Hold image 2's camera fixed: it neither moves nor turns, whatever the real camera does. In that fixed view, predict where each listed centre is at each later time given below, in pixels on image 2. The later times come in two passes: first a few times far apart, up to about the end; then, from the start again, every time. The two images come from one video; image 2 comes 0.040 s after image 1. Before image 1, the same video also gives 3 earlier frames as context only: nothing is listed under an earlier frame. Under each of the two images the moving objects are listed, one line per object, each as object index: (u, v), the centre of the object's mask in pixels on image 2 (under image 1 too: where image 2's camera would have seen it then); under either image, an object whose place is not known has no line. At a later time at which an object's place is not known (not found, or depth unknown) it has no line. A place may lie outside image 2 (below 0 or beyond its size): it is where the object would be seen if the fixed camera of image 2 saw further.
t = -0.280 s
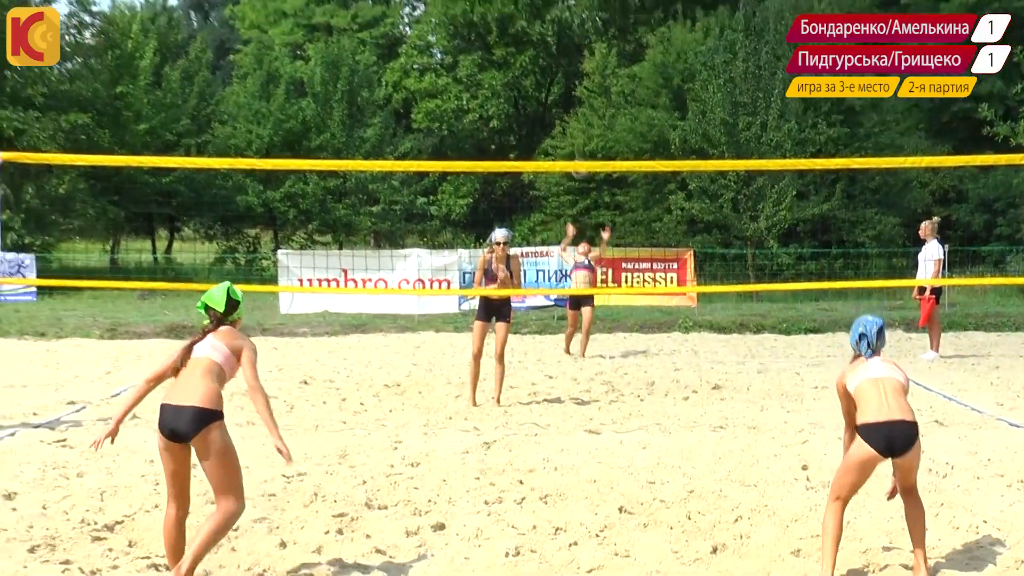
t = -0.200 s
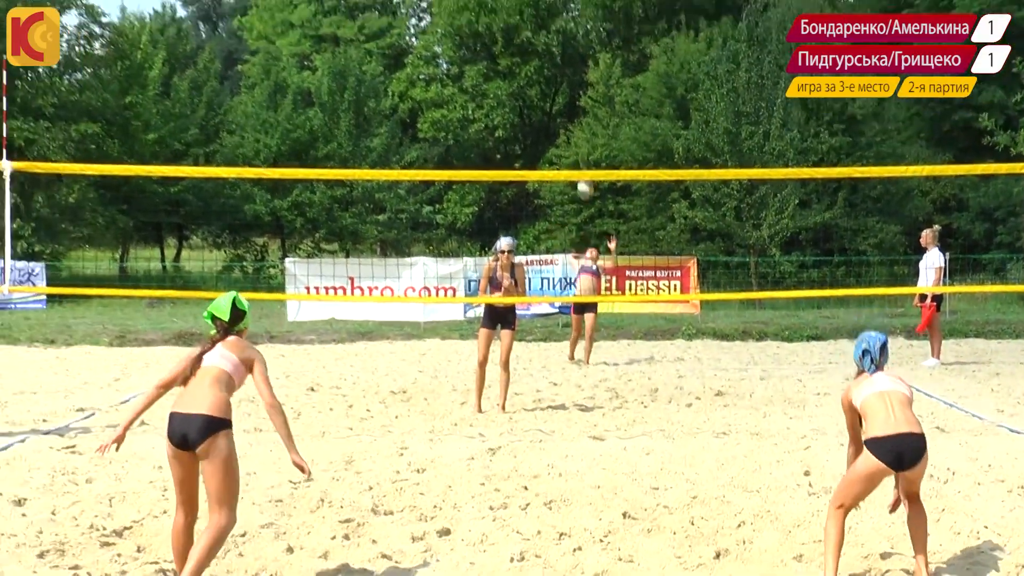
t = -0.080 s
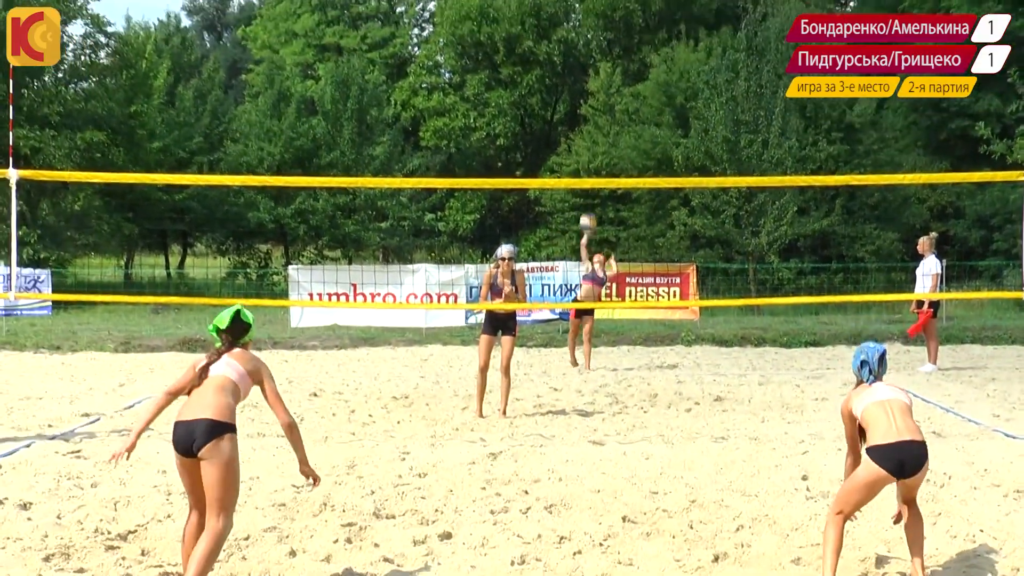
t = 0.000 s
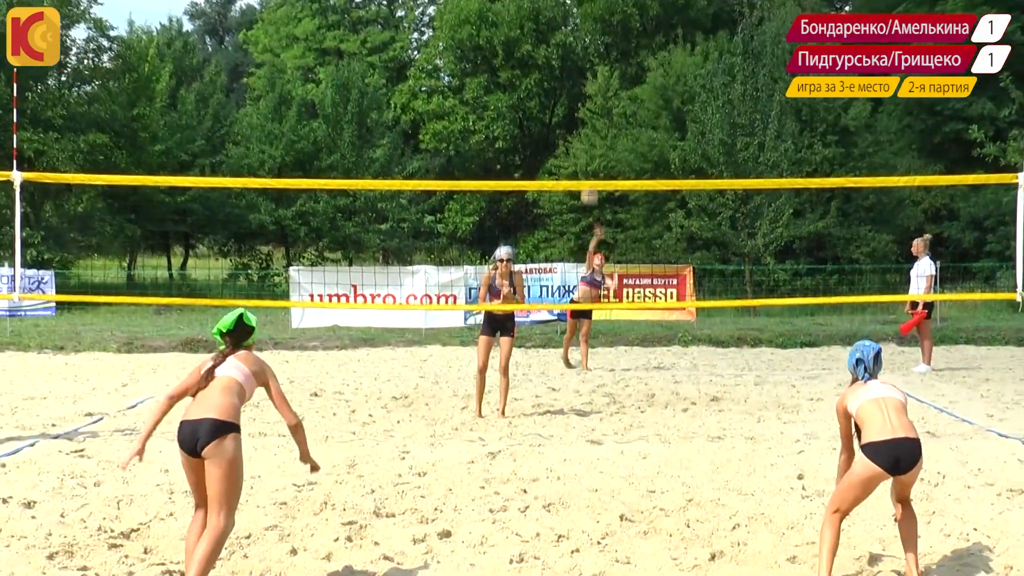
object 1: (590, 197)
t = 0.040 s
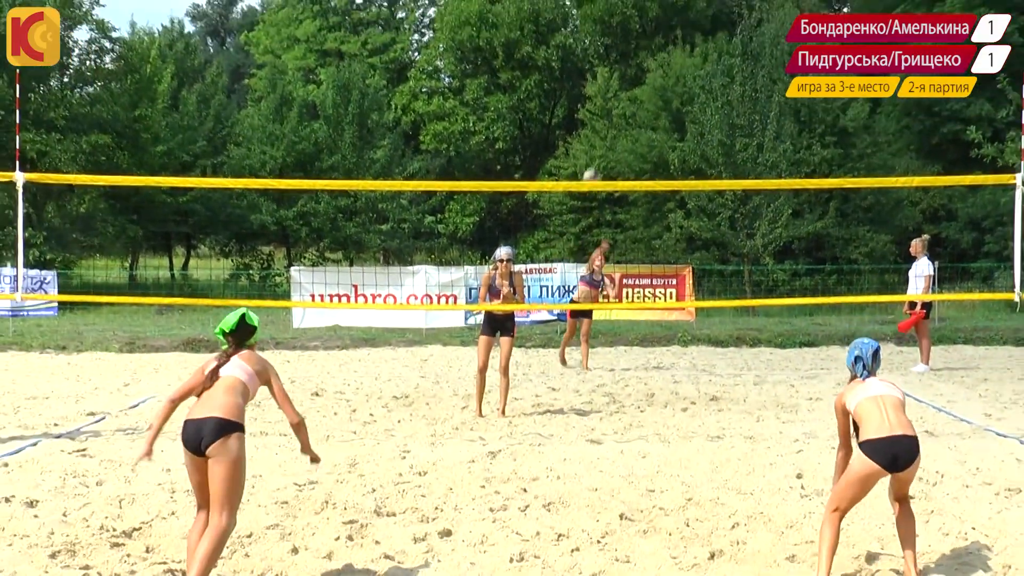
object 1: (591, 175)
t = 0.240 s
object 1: (605, 108)
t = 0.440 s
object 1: (632, 63)
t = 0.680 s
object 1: (681, 49)
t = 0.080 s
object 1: (593, 164)
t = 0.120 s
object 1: (595, 149)
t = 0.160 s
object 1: (597, 133)
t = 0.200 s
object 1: (600, 121)
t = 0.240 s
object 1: (605, 108)
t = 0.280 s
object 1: (610, 95)
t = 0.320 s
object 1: (614, 85)
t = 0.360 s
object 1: (620, 76)
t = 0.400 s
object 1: (626, 68)
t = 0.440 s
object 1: (632, 63)
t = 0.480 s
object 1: (638, 57)
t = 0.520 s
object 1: (646, 53)
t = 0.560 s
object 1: (654, 50)
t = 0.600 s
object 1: (663, 48)
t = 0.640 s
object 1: (672, 48)
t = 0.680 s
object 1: (681, 49)
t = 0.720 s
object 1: (691, 52)
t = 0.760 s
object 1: (701, 56)
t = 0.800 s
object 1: (712, 64)
